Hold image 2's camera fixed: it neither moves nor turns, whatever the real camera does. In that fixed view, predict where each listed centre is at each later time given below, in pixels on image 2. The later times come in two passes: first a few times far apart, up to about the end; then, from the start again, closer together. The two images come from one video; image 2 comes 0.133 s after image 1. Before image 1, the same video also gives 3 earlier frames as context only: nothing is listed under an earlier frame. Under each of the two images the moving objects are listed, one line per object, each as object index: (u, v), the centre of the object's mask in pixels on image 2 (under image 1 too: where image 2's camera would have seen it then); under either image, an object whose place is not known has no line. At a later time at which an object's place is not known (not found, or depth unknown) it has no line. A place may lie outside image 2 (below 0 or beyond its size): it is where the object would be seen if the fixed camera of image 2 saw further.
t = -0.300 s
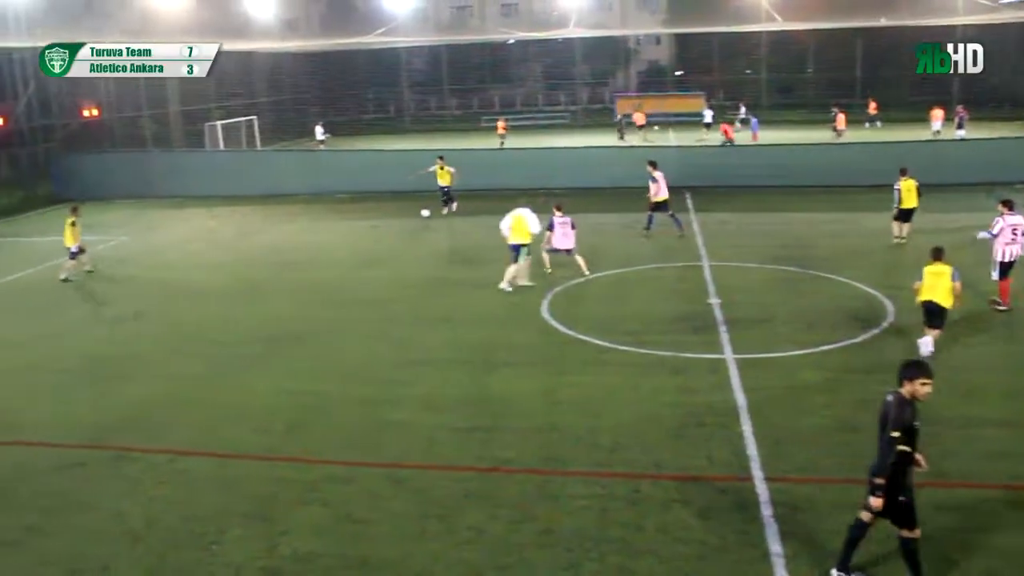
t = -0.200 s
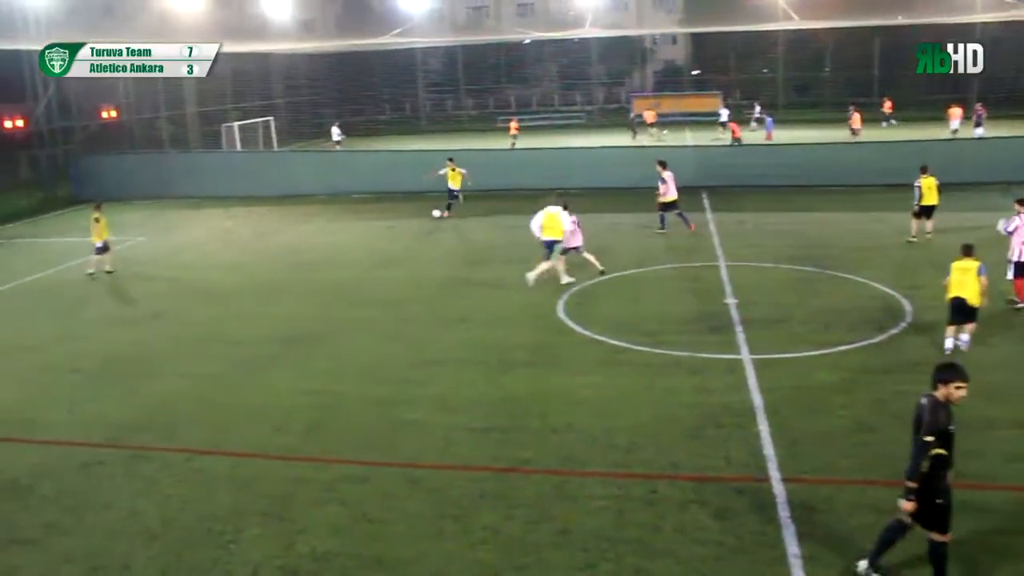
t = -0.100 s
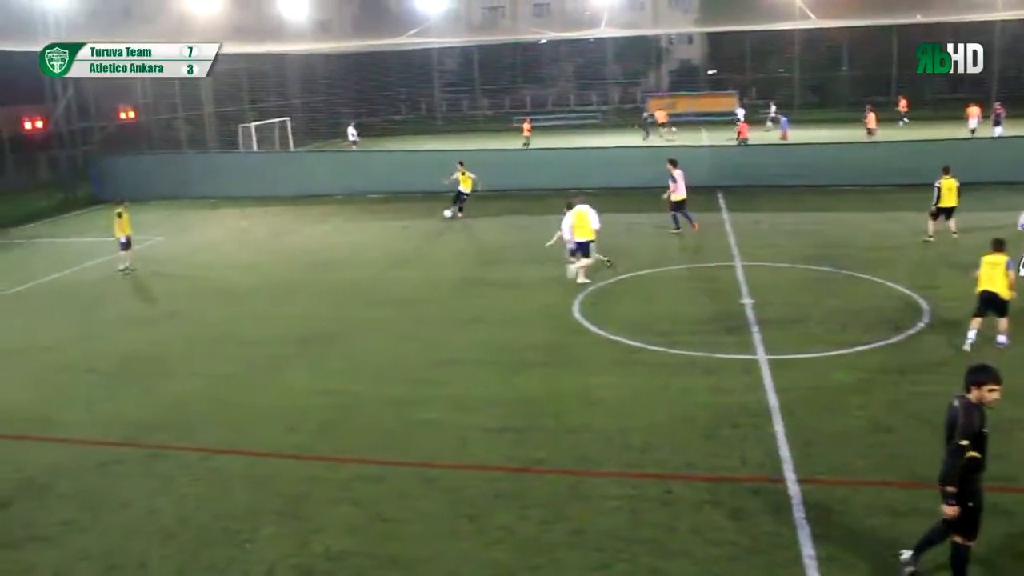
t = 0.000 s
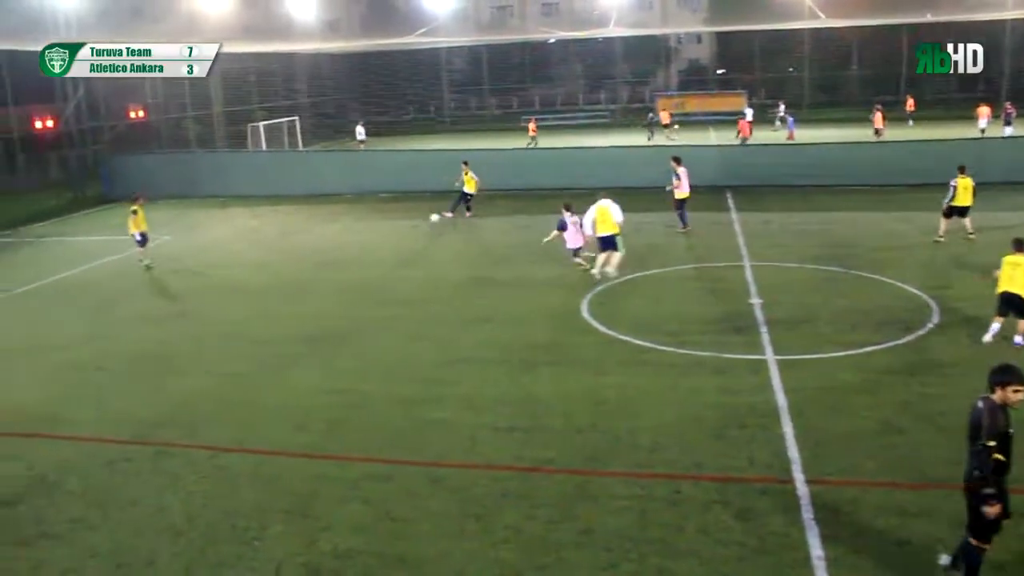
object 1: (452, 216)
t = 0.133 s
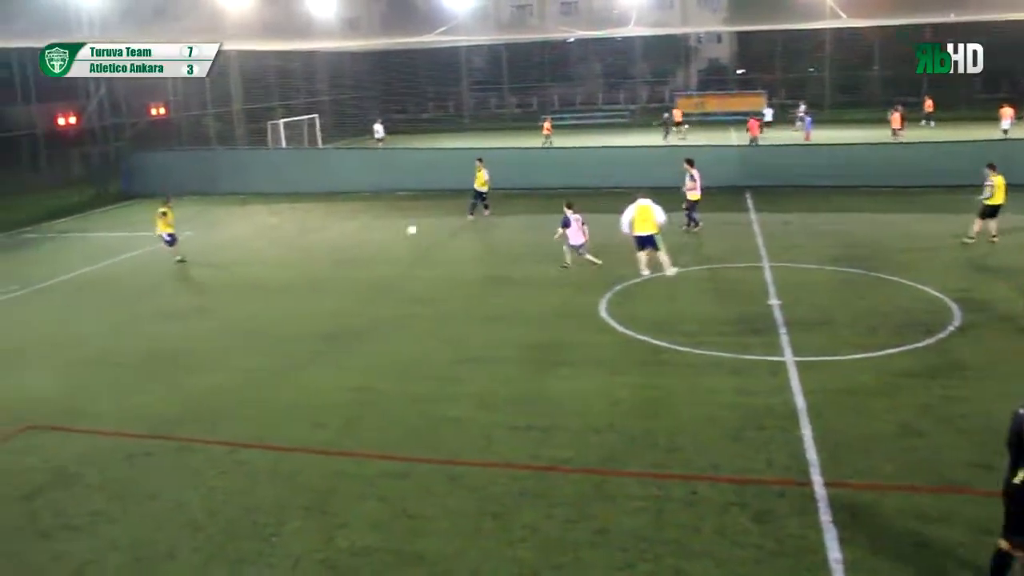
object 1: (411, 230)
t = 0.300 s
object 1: (353, 255)
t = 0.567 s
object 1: (263, 293)
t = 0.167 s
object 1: (399, 236)
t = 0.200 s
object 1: (393, 239)
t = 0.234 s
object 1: (380, 247)
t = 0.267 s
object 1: (366, 251)
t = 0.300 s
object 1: (353, 255)
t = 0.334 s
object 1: (346, 257)
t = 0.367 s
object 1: (334, 263)
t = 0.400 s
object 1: (319, 269)
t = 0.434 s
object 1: (313, 273)
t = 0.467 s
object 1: (299, 281)
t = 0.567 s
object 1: (263, 293)
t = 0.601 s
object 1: (246, 300)
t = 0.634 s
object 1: (238, 303)
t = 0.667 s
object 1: (220, 311)
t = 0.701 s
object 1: (202, 321)
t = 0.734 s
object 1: (192, 326)
